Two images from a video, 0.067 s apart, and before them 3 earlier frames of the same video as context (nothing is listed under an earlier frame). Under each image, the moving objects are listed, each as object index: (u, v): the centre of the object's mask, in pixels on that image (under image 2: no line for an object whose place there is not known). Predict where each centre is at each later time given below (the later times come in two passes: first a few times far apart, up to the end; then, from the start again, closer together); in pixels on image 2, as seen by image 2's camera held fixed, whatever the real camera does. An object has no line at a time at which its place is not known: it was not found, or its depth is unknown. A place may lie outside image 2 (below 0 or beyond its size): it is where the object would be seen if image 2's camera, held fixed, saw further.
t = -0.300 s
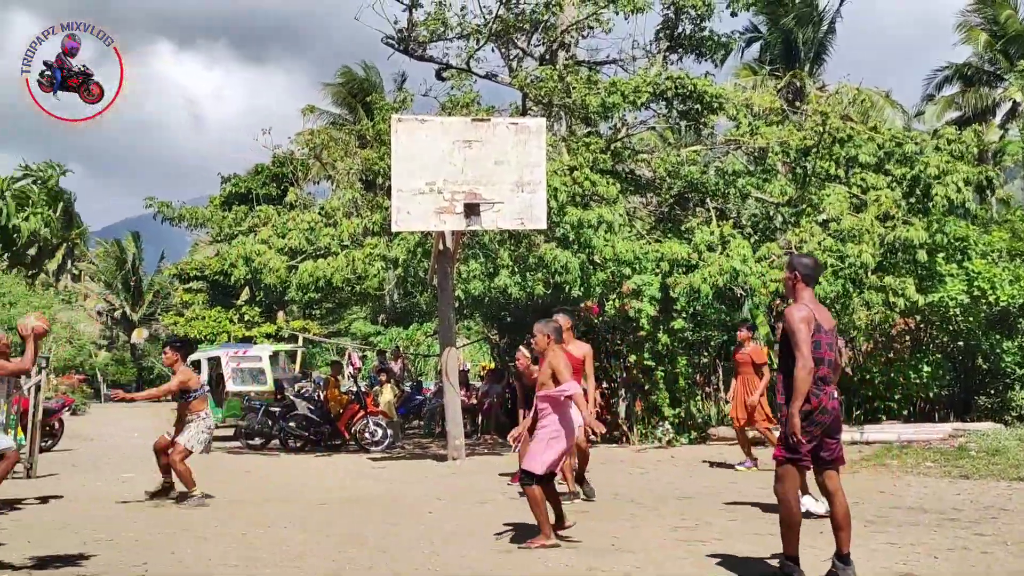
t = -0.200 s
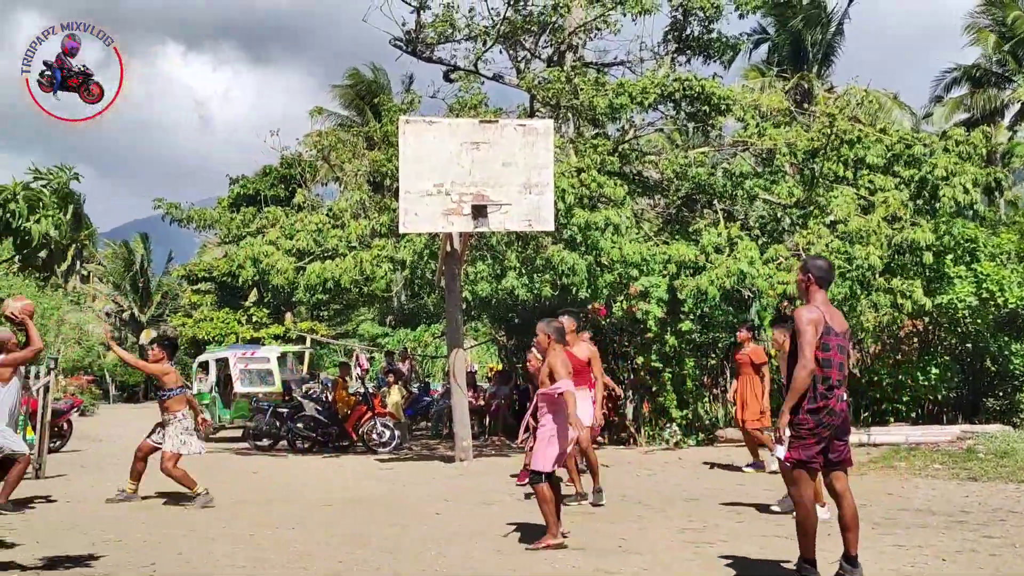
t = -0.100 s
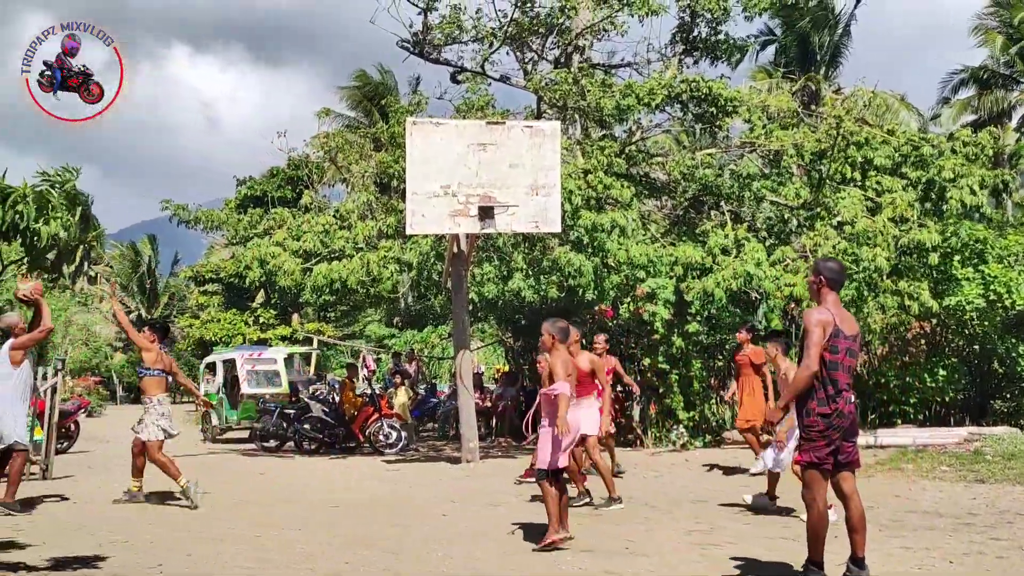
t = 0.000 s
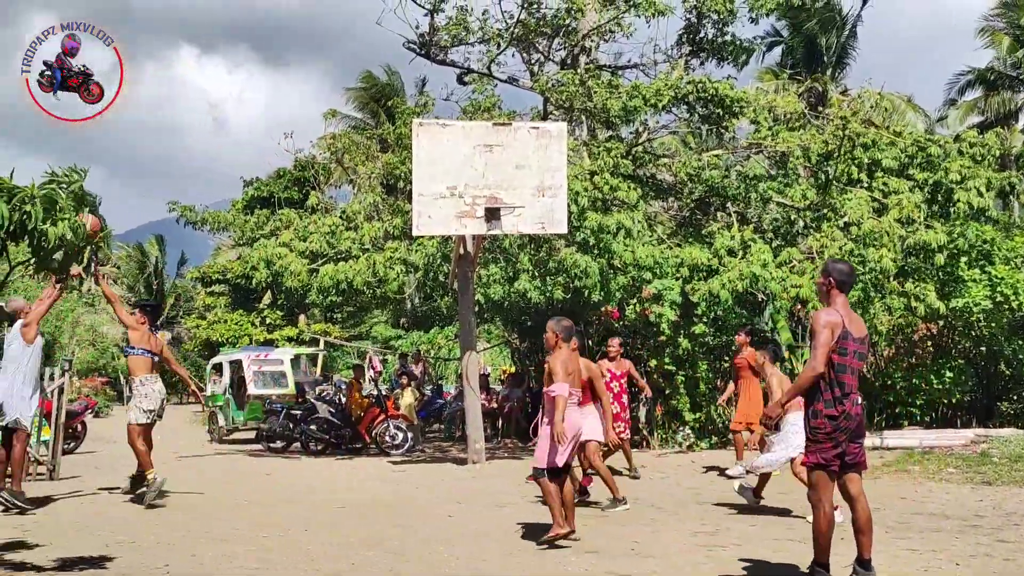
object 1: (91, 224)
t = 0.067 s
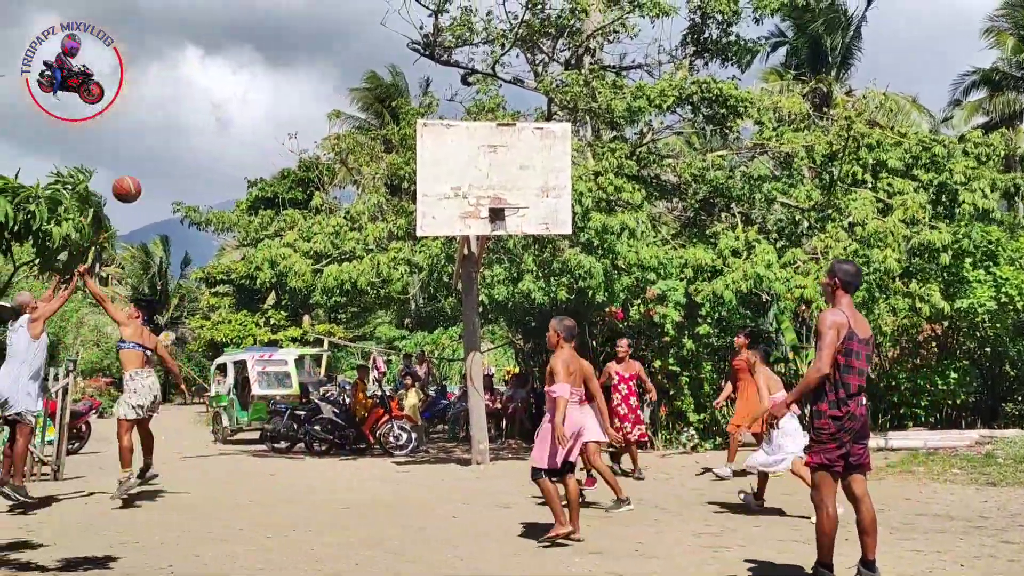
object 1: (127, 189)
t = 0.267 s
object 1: (227, 110)
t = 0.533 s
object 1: (343, 80)
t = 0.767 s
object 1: (432, 110)
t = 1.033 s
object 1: (522, 198)
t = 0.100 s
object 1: (144, 173)
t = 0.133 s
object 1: (161, 157)
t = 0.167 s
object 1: (178, 143)
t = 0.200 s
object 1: (194, 131)
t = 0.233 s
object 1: (211, 120)
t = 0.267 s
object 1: (227, 110)
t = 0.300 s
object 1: (242, 102)
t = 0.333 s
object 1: (257, 96)
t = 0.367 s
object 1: (272, 90)
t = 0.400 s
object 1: (287, 86)
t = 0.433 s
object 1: (301, 83)
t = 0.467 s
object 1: (315, 81)
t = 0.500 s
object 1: (329, 80)
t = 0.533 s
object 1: (343, 80)
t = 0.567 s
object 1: (356, 81)
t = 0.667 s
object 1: (396, 90)
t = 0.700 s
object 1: (407, 95)
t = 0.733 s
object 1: (419, 101)
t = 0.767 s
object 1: (432, 110)
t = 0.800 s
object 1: (443, 118)
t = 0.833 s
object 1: (455, 127)
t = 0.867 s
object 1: (467, 136)
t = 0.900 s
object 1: (478, 147)
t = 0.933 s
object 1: (489, 158)
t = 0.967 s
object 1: (500, 171)
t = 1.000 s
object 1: (511, 184)
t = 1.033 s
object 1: (522, 198)
